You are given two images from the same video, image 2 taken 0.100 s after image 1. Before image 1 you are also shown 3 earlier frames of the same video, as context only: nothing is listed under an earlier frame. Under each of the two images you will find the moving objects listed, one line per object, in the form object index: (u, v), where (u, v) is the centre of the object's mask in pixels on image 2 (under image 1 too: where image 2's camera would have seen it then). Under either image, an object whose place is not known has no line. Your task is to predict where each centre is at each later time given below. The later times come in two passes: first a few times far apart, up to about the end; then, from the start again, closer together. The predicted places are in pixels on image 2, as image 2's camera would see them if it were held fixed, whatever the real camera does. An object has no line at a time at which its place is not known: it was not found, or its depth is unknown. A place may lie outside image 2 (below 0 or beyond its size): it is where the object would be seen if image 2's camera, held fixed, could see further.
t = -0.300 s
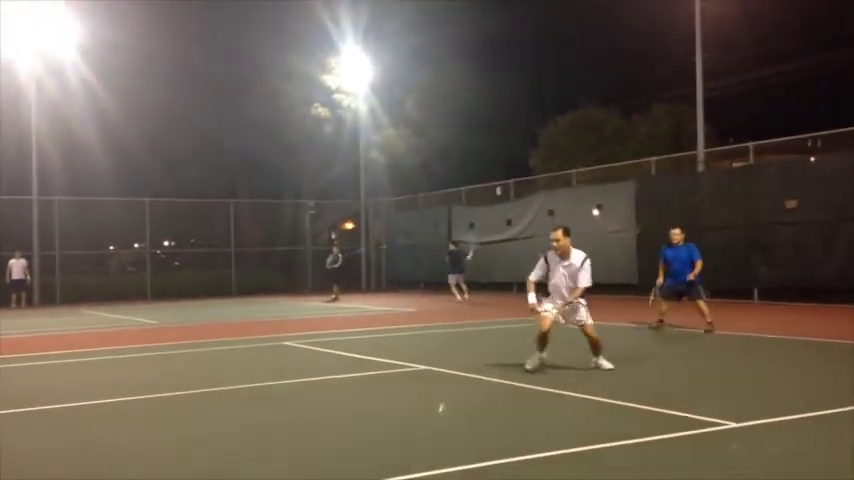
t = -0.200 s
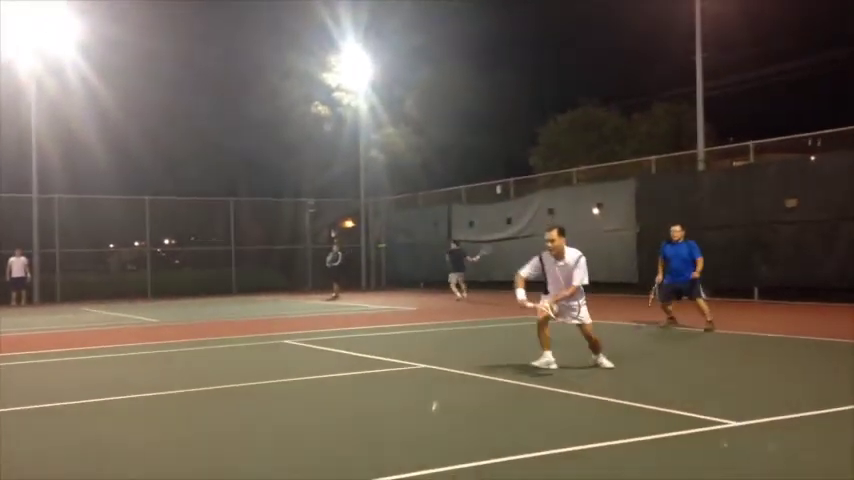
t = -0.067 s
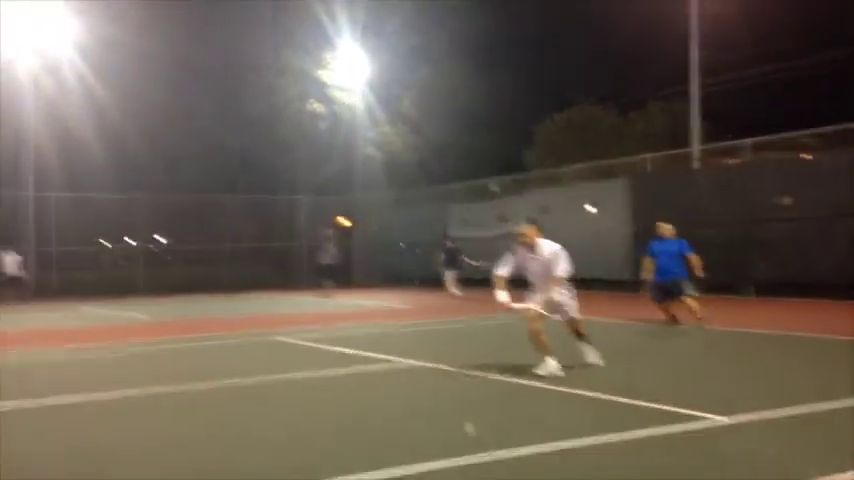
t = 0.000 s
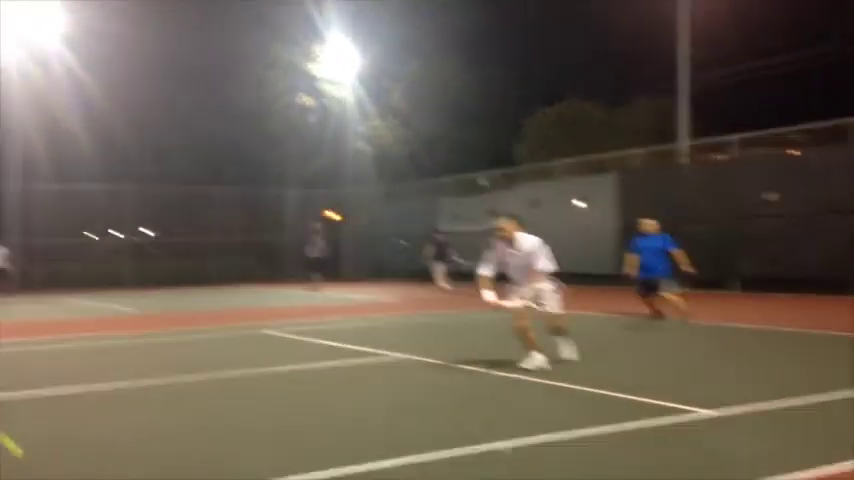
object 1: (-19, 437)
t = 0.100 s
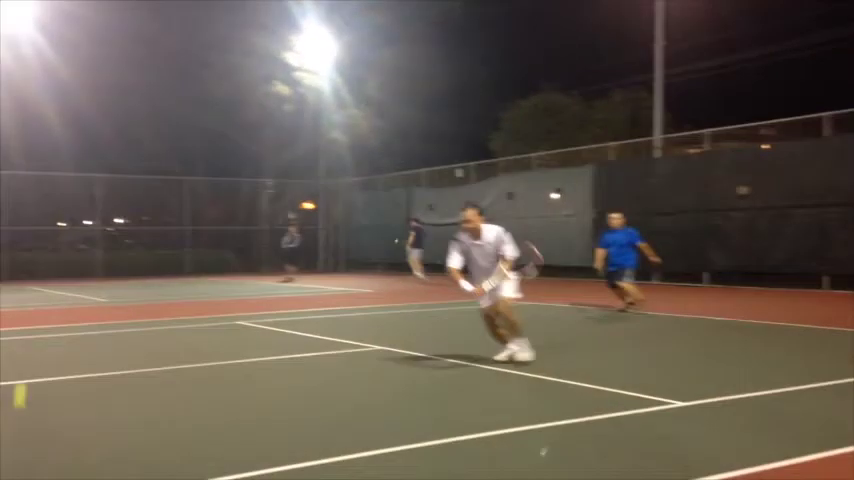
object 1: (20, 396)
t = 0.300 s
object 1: (69, 303)
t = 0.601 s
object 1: (146, 297)
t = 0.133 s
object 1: (28, 375)
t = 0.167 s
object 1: (37, 356)
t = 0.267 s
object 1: (61, 314)
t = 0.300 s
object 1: (69, 303)
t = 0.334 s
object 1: (79, 295)
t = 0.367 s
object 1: (87, 288)
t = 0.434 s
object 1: (104, 280)
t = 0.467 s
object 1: (112, 280)
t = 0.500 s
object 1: (120, 281)
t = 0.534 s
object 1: (129, 284)
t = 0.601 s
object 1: (146, 297)
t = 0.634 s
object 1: (155, 306)
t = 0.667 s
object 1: (163, 317)
